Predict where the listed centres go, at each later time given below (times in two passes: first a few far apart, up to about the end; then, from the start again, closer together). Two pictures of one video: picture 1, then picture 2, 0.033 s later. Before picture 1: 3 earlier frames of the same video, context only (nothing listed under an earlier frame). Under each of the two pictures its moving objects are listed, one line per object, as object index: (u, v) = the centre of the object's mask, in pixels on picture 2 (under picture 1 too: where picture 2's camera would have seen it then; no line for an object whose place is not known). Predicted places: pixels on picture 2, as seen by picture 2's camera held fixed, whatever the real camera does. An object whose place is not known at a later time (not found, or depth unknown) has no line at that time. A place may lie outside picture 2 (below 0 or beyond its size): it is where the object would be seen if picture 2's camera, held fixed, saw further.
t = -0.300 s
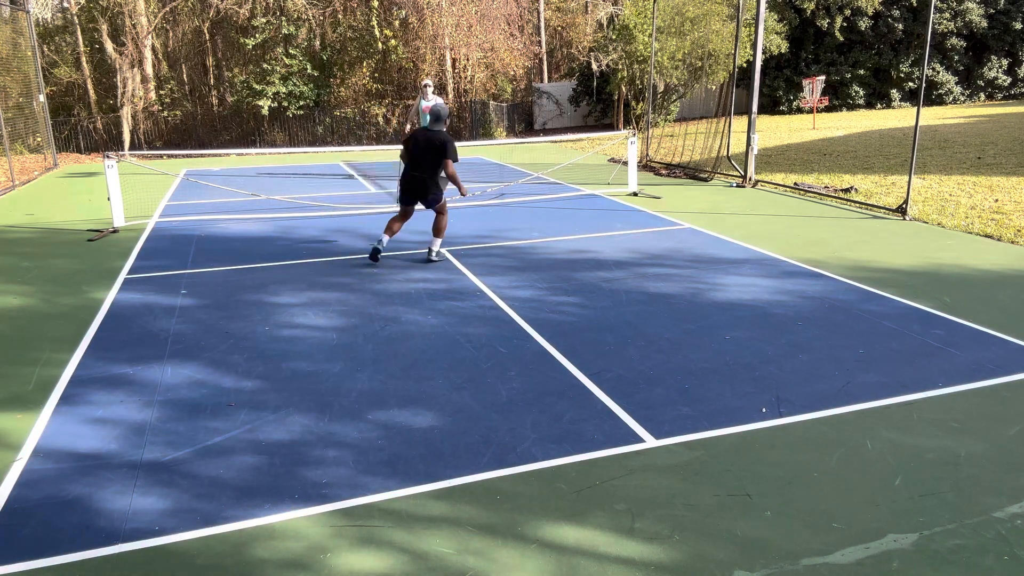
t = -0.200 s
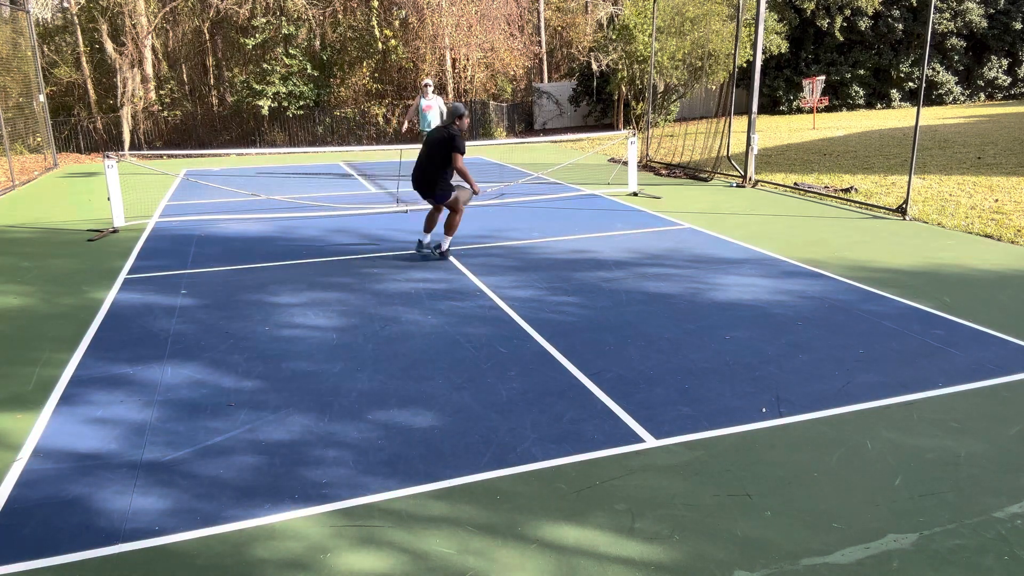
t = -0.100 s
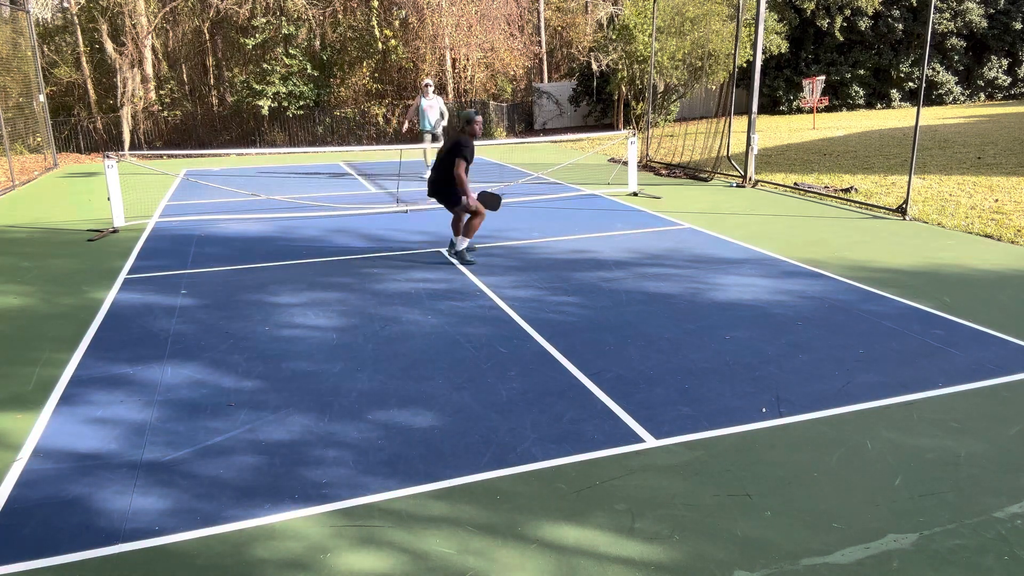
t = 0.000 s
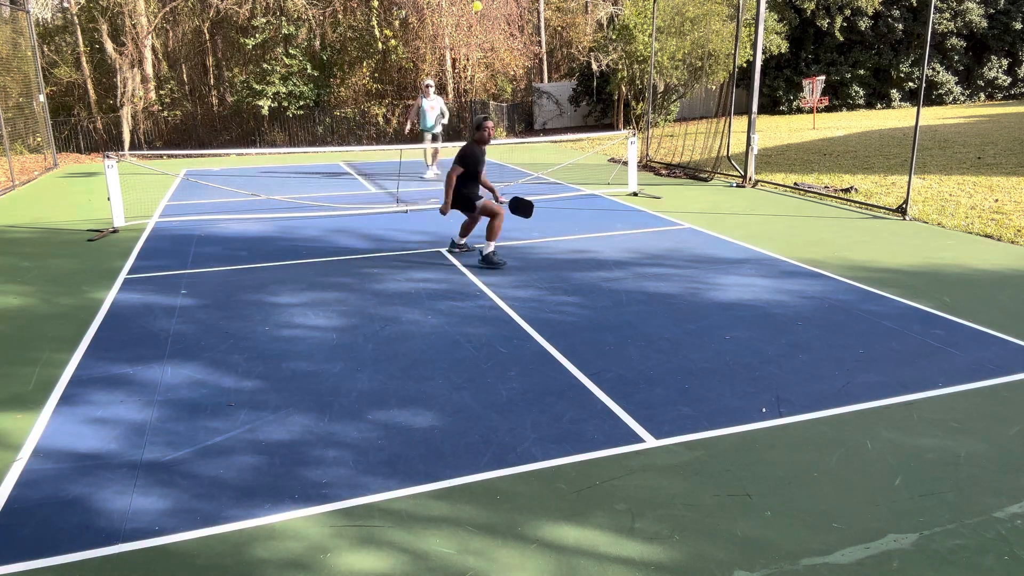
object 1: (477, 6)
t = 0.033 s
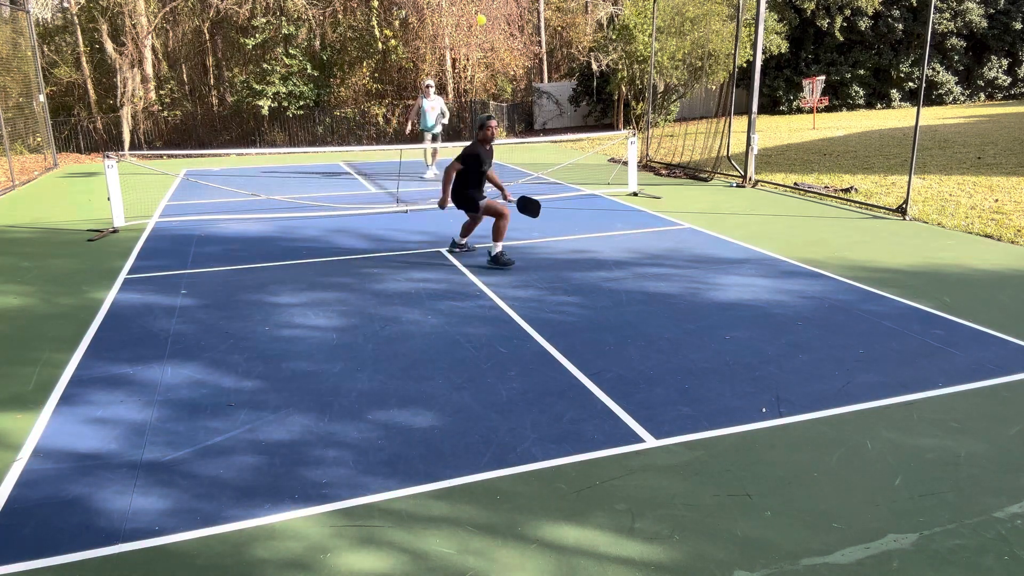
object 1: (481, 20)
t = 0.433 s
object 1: (546, 361)
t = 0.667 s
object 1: (589, 301)
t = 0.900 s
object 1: (650, 288)
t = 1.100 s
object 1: (718, 389)
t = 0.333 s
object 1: (527, 241)
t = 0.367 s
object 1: (533, 278)
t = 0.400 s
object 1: (539, 318)
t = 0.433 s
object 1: (546, 361)
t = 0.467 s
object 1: (553, 382)
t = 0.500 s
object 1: (558, 365)
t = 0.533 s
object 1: (564, 349)
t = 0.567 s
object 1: (570, 335)
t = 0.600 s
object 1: (576, 322)
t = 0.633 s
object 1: (583, 311)
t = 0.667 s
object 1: (589, 301)
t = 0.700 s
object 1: (597, 293)
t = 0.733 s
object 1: (605, 286)
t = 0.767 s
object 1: (614, 282)
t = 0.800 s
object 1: (622, 280)
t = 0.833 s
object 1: (631, 280)
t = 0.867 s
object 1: (641, 283)
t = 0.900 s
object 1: (650, 288)
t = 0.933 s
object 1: (661, 297)
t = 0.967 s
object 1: (671, 308)
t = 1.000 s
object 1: (683, 323)
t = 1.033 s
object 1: (694, 341)
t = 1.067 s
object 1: (706, 363)
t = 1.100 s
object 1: (718, 389)
